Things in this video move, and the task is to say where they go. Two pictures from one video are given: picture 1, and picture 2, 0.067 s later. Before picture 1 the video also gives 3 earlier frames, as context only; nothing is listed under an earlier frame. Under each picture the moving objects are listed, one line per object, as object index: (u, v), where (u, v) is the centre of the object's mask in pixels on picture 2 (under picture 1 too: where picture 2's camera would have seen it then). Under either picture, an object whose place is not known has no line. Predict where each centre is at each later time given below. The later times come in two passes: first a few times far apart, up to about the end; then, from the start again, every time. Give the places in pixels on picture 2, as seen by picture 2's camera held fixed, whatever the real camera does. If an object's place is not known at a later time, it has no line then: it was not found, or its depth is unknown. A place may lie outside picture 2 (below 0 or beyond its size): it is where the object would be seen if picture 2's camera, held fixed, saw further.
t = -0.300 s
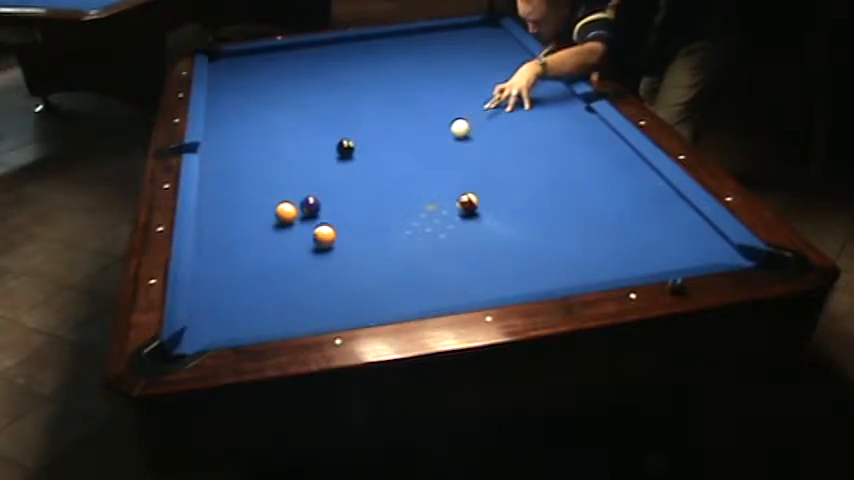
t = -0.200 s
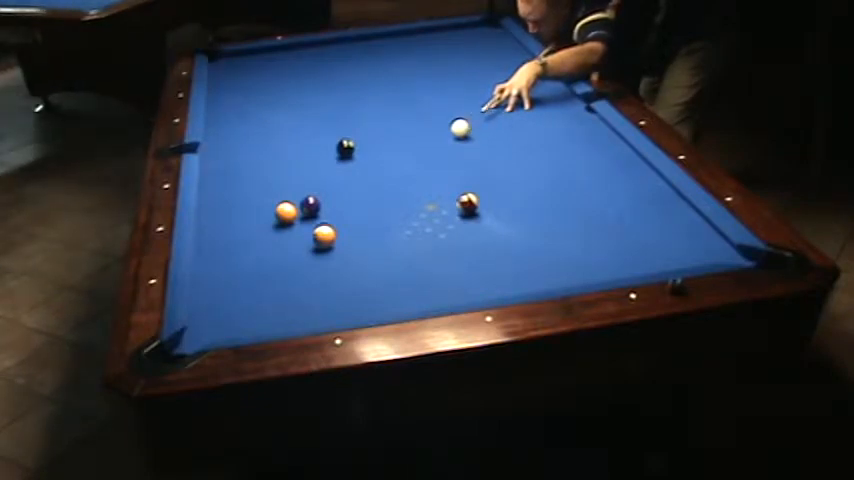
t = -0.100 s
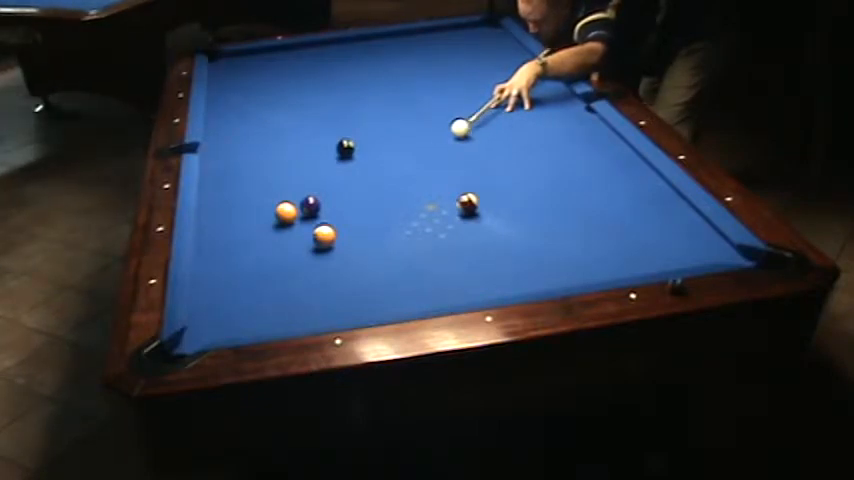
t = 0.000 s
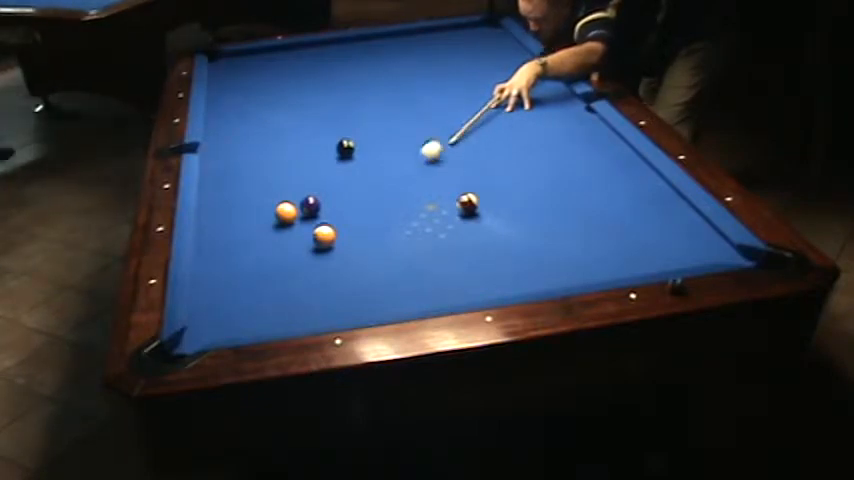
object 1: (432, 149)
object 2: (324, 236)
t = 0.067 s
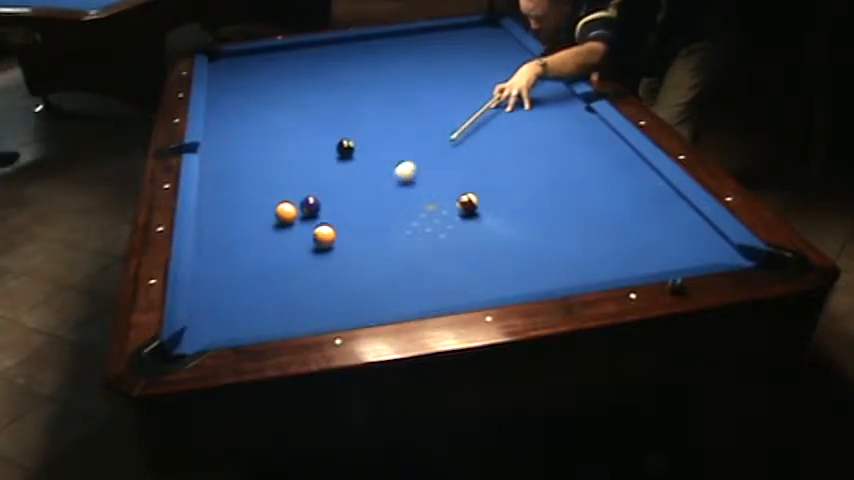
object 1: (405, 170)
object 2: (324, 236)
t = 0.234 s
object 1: (338, 224)
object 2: (323, 237)
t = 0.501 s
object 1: (329, 229)
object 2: (213, 326)
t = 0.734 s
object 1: (324, 230)
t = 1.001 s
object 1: (321, 232)
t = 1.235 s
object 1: (320, 232)
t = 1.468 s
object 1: (320, 232)
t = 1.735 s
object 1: (319, 232)
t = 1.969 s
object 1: (319, 231)
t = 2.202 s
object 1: (319, 232)
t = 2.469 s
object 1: (319, 232)
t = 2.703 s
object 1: (319, 232)
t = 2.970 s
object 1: (319, 232)
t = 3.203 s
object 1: (320, 231)
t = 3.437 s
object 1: (319, 232)
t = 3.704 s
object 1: (319, 232)
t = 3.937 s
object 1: (319, 232)
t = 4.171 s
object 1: (319, 232)
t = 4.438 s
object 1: (319, 232)
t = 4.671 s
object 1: (319, 232)
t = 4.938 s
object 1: (319, 232)
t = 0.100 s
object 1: (392, 181)
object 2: (324, 236)
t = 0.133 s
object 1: (378, 192)
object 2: (324, 236)
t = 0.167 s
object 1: (364, 203)
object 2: (324, 236)
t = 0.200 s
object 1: (350, 214)
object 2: (324, 236)
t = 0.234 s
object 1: (338, 224)
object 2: (323, 237)
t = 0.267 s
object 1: (334, 227)
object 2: (311, 247)
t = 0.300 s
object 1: (333, 227)
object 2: (297, 258)
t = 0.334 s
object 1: (332, 227)
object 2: (283, 270)
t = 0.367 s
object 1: (332, 228)
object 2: (269, 281)
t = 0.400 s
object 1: (331, 228)
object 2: (254, 294)
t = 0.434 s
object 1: (330, 228)
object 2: (240, 305)
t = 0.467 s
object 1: (329, 229)
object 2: (226, 316)
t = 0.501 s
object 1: (329, 229)
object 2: (213, 326)
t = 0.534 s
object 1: (328, 229)
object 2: (198, 338)
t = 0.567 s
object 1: (327, 229)
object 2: (184, 350)
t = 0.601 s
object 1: (326, 230)
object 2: (172, 360)
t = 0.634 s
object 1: (326, 229)
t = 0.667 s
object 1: (325, 230)
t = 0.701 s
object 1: (324, 230)
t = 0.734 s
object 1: (324, 230)
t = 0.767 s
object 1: (324, 230)
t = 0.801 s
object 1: (323, 231)
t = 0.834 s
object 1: (323, 231)
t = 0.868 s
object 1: (322, 231)
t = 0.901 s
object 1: (322, 231)
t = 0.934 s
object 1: (321, 231)
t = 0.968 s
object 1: (321, 232)
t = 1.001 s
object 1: (321, 232)
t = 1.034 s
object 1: (321, 232)
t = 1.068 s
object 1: (320, 232)
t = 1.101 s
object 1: (320, 232)
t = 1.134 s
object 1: (320, 232)
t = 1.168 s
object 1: (320, 232)
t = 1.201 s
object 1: (320, 232)
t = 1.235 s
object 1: (320, 232)
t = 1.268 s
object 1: (320, 232)
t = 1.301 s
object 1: (320, 232)
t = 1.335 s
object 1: (320, 232)
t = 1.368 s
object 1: (320, 232)
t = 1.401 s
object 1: (320, 232)
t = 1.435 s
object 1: (320, 232)
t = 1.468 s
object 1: (320, 232)
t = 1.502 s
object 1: (320, 232)
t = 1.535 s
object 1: (320, 232)
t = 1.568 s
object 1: (320, 231)
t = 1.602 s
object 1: (320, 231)
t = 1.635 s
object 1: (319, 231)
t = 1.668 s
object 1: (319, 231)
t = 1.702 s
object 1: (319, 232)
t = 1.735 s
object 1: (319, 232)
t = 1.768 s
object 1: (319, 231)
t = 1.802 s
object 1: (319, 231)
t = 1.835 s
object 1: (319, 231)
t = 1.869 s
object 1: (319, 231)
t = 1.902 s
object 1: (319, 231)
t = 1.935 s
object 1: (319, 231)
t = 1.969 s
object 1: (319, 231)
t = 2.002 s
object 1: (319, 231)
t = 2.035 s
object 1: (319, 231)
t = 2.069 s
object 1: (319, 231)
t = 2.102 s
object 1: (319, 231)
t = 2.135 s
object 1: (319, 231)
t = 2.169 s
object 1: (319, 232)
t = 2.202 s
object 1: (319, 232)
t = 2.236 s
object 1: (319, 231)
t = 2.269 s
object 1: (319, 231)
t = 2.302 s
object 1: (319, 231)
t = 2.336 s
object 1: (319, 232)
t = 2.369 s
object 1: (319, 232)
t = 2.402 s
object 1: (319, 232)
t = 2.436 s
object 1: (319, 232)
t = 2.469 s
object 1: (319, 232)
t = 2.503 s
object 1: (319, 232)
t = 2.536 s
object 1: (319, 232)
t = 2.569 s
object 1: (319, 232)
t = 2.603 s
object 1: (319, 232)
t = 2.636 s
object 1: (319, 232)
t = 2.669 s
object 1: (319, 232)
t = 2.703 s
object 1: (319, 232)
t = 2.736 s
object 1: (319, 232)
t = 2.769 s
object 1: (319, 232)
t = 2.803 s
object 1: (319, 232)
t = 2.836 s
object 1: (319, 232)
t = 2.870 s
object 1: (319, 232)
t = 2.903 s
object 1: (319, 232)
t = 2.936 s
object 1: (319, 232)
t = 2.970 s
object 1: (319, 232)
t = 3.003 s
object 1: (319, 232)
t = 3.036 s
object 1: (319, 232)
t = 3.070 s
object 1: (320, 232)
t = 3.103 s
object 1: (320, 232)
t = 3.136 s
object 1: (320, 231)
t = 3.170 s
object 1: (320, 231)
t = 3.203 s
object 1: (320, 231)
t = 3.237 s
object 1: (320, 232)
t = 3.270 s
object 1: (320, 232)
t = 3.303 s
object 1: (320, 232)
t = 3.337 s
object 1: (320, 232)
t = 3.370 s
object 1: (319, 232)
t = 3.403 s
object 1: (319, 232)
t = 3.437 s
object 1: (319, 232)
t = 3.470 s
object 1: (319, 232)
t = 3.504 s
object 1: (319, 232)
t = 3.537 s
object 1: (319, 232)
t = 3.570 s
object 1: (320, 232)
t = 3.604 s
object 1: (320, 232)
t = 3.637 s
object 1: (319, 232)
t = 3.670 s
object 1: (320, 232)
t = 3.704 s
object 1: (319, 232)
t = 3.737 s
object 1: (319, 232)
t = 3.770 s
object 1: (319, 232)
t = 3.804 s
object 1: (319, 232)
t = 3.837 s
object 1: (319, 232)
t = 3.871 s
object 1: (319, 232)
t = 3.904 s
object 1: (319, 232)
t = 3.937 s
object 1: (319, 232)
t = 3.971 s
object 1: (319, 232)
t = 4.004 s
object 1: (319, 232)
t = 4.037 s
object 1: (319, 232)
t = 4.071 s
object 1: (319, 232)
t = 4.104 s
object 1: (319, 232)
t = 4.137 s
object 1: (319, 232)
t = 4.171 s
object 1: (319, 232)
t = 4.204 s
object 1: (319, 232)
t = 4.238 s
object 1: (319, 232)
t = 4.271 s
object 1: (319, 232)
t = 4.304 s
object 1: (319, 232)
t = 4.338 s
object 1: (319, 232)
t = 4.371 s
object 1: (319, 232)
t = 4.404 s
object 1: (319, 232)
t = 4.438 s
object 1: (319, 232)
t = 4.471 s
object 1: (319, 232)
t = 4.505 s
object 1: (319, 232)
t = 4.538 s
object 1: (319, 232)
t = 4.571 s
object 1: (319, 232)
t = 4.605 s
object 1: (319, 232)
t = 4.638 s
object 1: (319, 232)
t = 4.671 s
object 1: (319, 232)
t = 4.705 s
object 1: (319, 232)
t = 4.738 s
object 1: (319, 232)
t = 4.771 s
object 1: (319, 232)
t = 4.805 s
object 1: (319, 232)
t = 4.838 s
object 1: (319, 232)
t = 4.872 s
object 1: (319, 232)
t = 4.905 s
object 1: (319, 232)
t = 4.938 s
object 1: (319, 232)
